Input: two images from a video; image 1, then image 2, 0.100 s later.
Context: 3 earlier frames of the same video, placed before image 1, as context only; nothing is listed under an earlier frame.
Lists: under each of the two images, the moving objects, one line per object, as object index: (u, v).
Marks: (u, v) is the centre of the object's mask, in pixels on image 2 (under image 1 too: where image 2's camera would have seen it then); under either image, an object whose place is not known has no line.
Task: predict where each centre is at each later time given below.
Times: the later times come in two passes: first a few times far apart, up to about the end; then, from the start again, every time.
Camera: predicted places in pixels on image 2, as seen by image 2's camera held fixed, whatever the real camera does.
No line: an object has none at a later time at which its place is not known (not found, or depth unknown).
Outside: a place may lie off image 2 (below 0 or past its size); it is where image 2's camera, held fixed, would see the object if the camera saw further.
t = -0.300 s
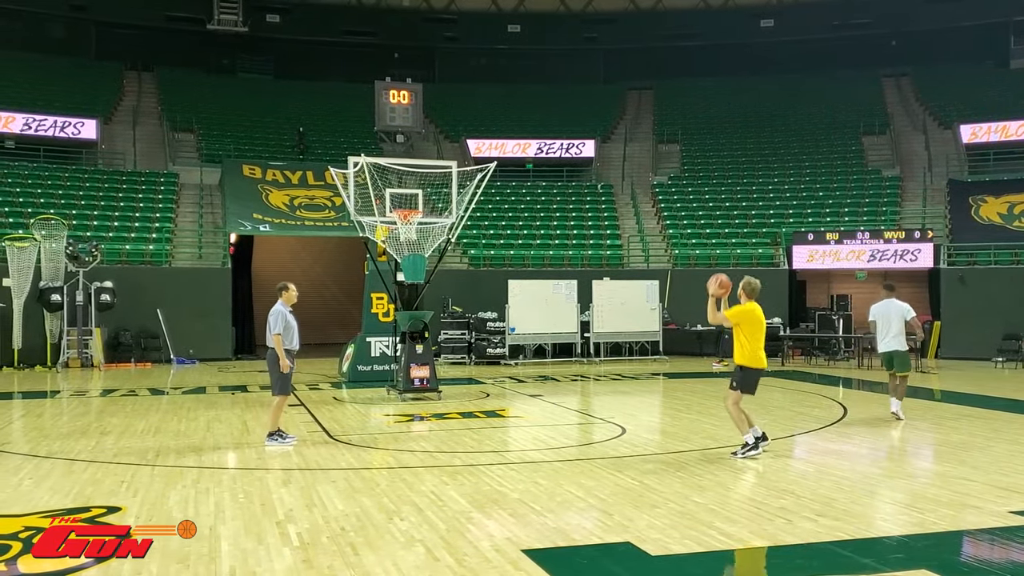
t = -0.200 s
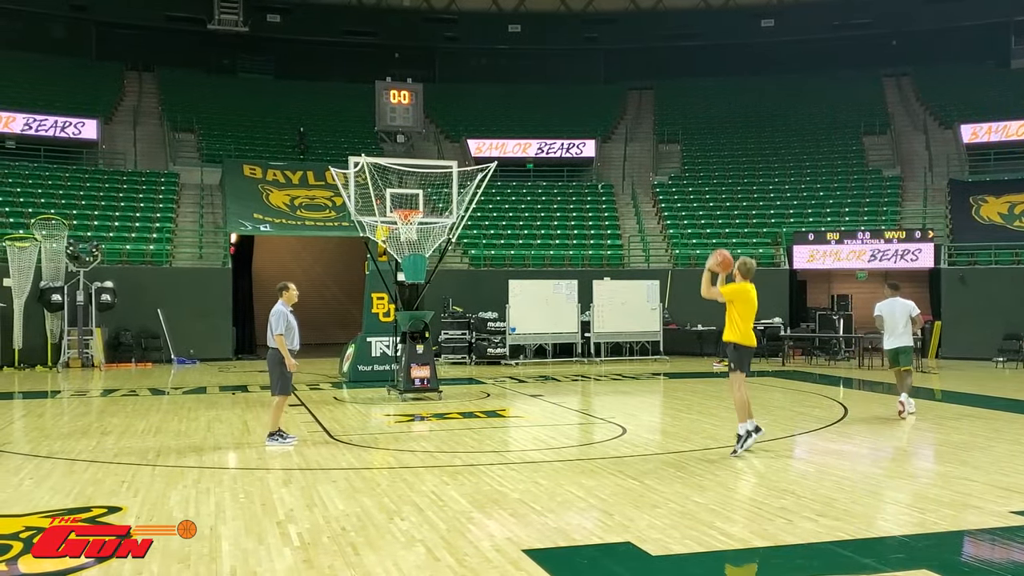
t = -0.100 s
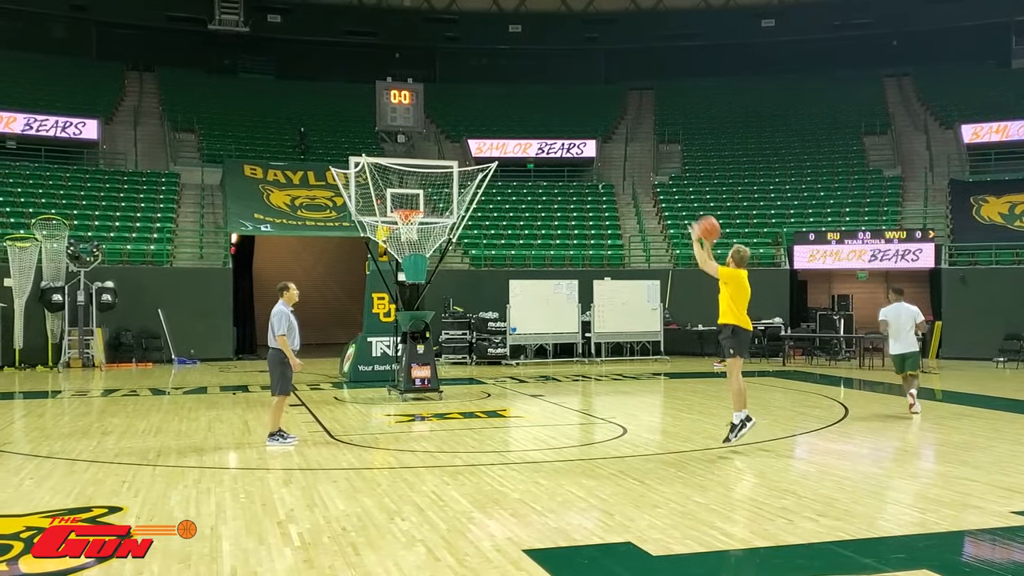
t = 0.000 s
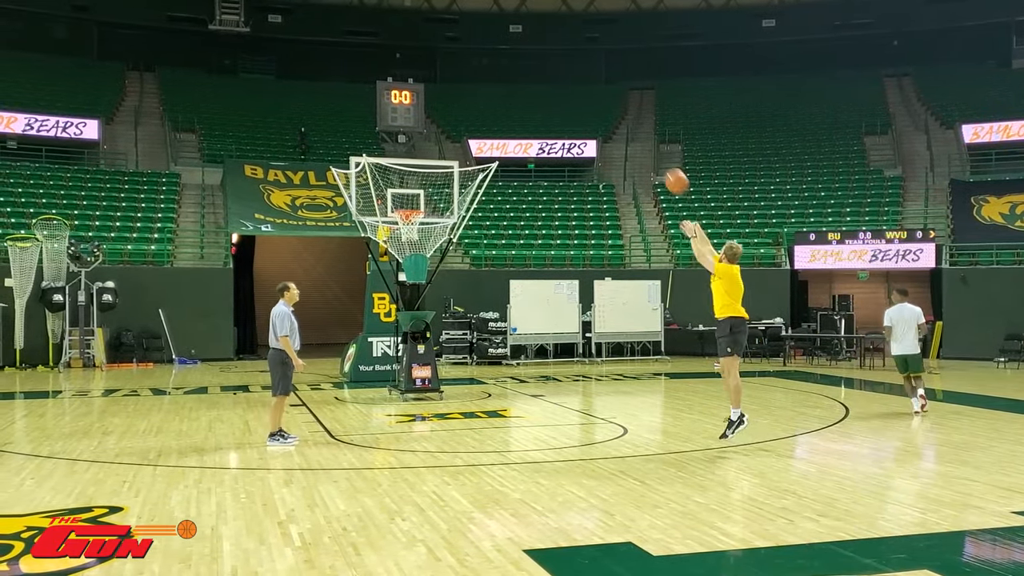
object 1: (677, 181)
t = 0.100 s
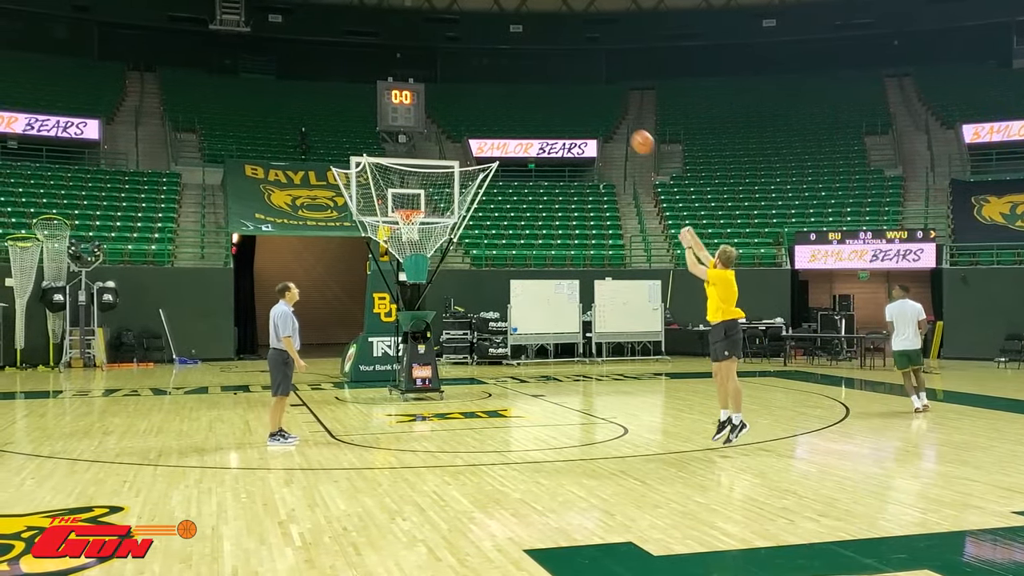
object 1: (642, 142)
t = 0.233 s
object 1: (601, 106)
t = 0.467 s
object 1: (539, 81)
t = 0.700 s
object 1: (487, 95)
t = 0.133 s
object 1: (631, 131)
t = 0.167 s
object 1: (621, 122)
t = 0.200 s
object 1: (611, 114)
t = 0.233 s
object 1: (601, 106)
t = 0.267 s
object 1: (591, 100)
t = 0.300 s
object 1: (582, 94)
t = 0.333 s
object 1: (573, 90)
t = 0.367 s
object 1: (564, 86)
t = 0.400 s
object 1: (556, 83)
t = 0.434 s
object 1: (547, 82)
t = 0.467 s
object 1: (539, 81)
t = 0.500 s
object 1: (531, 81)
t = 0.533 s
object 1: (523, 81)
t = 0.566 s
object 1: (515, 83)
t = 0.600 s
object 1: (508, 85)
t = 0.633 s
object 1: (500, 88)
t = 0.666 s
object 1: (493, 91)
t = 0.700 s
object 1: (487, 95)
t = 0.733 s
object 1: (480, 100)
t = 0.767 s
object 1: (473, 106)
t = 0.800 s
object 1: (466, 112)
